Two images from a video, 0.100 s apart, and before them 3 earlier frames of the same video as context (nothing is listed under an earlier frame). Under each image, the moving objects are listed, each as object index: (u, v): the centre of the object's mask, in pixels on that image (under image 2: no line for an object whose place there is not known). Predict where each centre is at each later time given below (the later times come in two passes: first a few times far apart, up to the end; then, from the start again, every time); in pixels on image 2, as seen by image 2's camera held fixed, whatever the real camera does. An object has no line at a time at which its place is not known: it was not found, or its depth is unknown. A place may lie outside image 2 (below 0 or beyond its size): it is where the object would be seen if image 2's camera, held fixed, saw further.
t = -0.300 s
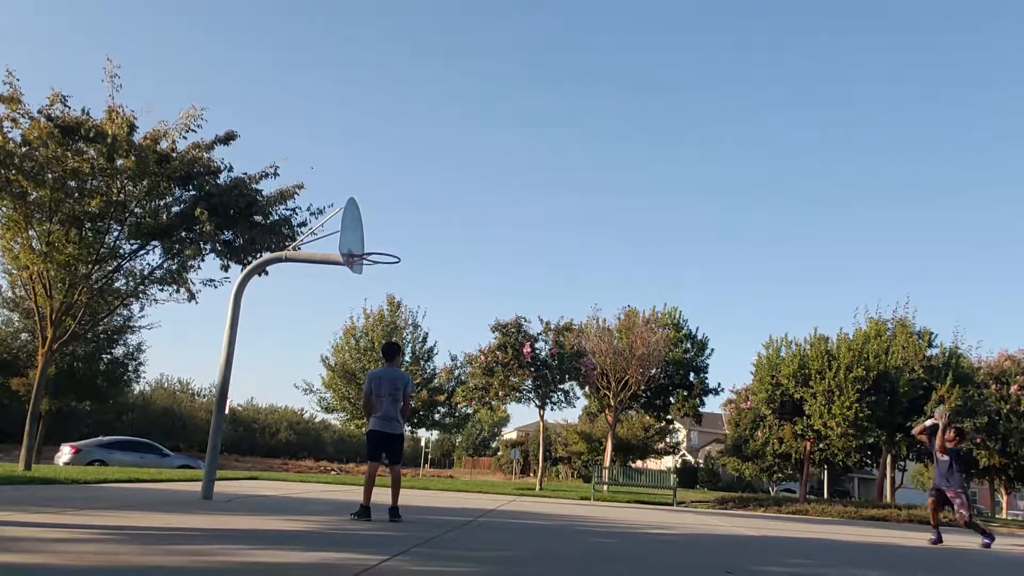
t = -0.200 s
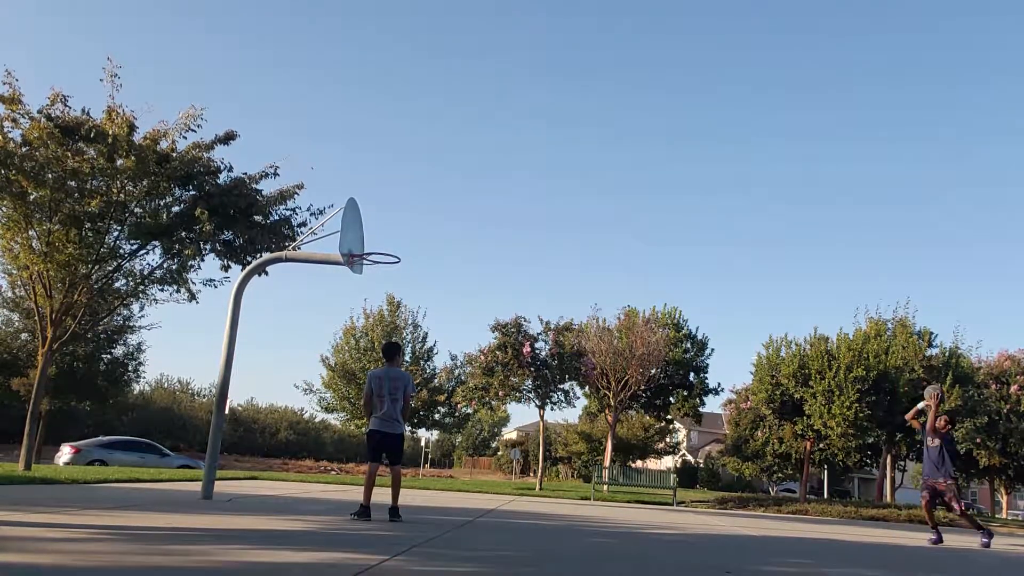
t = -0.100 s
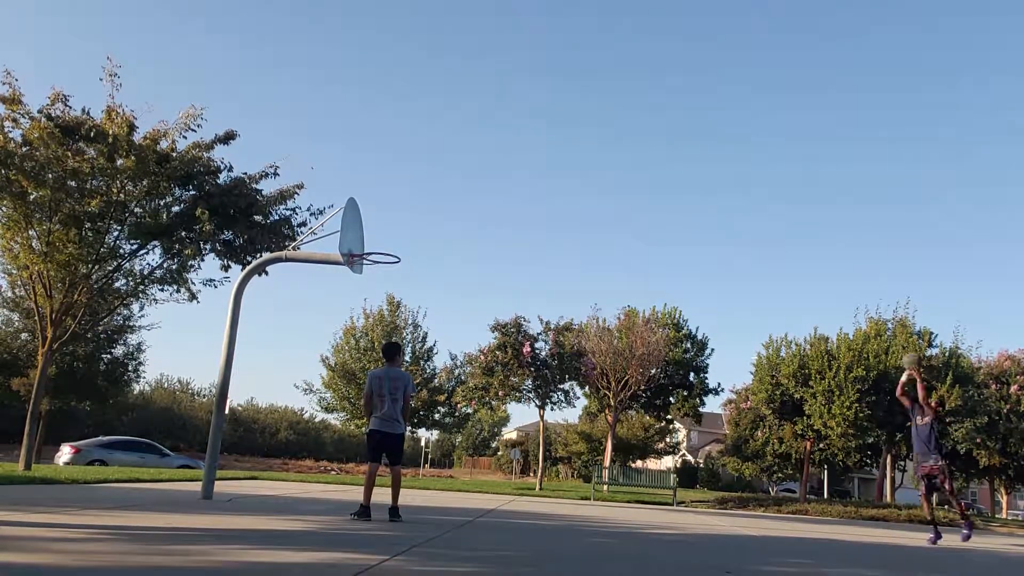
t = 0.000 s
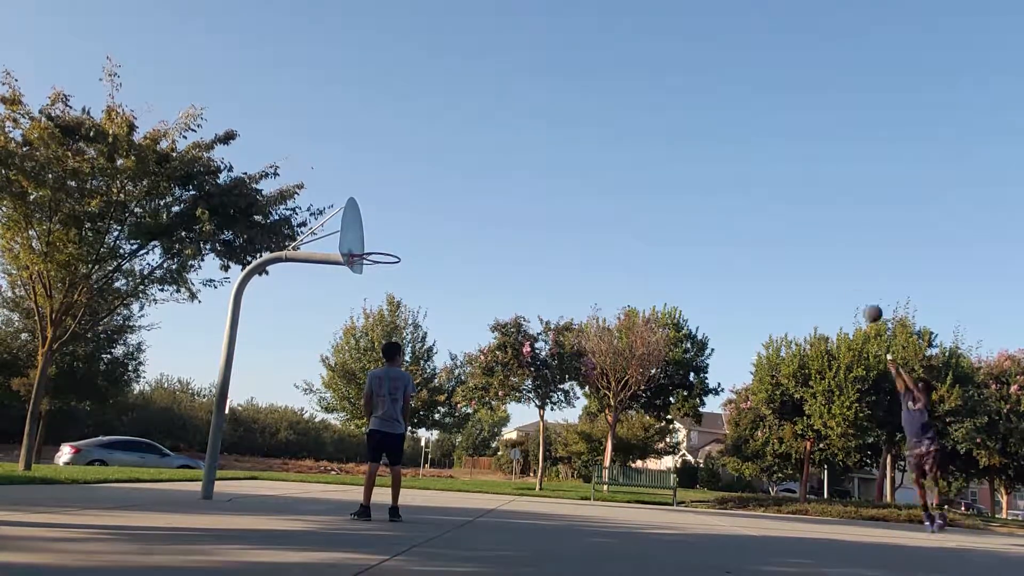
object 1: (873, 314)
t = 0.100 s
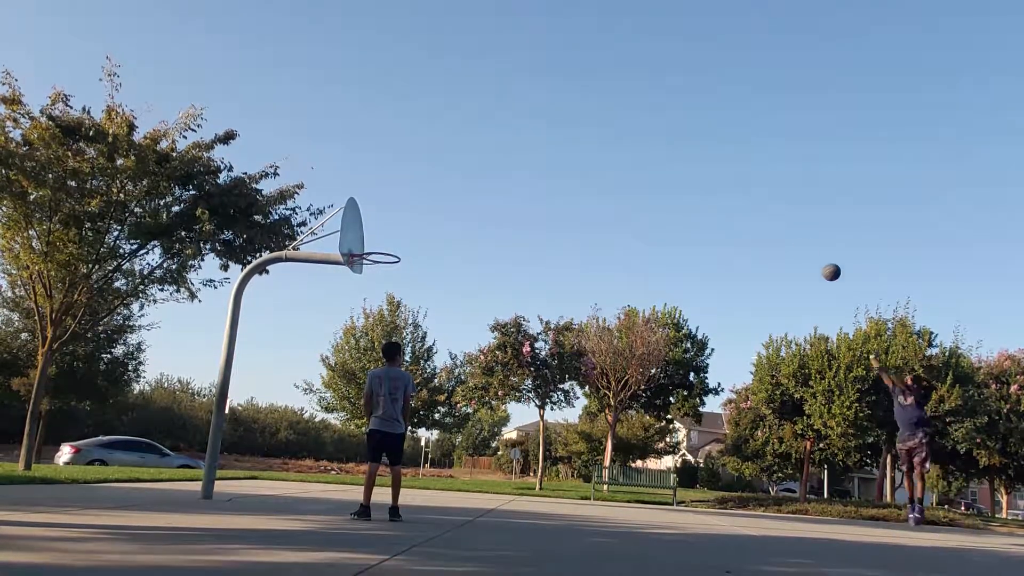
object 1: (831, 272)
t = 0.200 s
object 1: (791, 239)
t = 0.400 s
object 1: (711, 195)
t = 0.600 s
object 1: (631, 181)
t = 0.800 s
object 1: (549, 196)
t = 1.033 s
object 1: (450, 251)
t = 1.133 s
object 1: (406, 289)
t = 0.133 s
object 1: (817, 260)
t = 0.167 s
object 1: (804, 249)
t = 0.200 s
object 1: (791, 239)
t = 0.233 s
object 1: (777, 230)
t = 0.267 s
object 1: (764, 221)
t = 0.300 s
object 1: (750, 213)
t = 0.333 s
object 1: (737, 206)
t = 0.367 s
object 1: (724, 200)
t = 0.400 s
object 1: (711, 195)
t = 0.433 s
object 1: (697, 191)
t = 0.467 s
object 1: (684, 187)
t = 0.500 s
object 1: (671, 185)
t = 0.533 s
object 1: (657, 182)
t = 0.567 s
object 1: (644, 181)
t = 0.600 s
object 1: (631, 181)
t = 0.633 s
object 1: (617, 181)
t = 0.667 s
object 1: (604, 182)
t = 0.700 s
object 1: (590, 184)
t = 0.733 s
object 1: (577, 187)
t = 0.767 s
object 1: (563, 191)
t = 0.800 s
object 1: (549, 196)
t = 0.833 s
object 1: (535, 201)
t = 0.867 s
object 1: (521, 207)
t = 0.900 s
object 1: (507, 214)
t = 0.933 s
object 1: (493, 222)
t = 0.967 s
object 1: (479, 231)
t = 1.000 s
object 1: (465, 241)
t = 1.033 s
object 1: (450, 251)
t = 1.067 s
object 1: (436, 263)
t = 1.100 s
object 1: (421, 275)
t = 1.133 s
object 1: (406, 289)
